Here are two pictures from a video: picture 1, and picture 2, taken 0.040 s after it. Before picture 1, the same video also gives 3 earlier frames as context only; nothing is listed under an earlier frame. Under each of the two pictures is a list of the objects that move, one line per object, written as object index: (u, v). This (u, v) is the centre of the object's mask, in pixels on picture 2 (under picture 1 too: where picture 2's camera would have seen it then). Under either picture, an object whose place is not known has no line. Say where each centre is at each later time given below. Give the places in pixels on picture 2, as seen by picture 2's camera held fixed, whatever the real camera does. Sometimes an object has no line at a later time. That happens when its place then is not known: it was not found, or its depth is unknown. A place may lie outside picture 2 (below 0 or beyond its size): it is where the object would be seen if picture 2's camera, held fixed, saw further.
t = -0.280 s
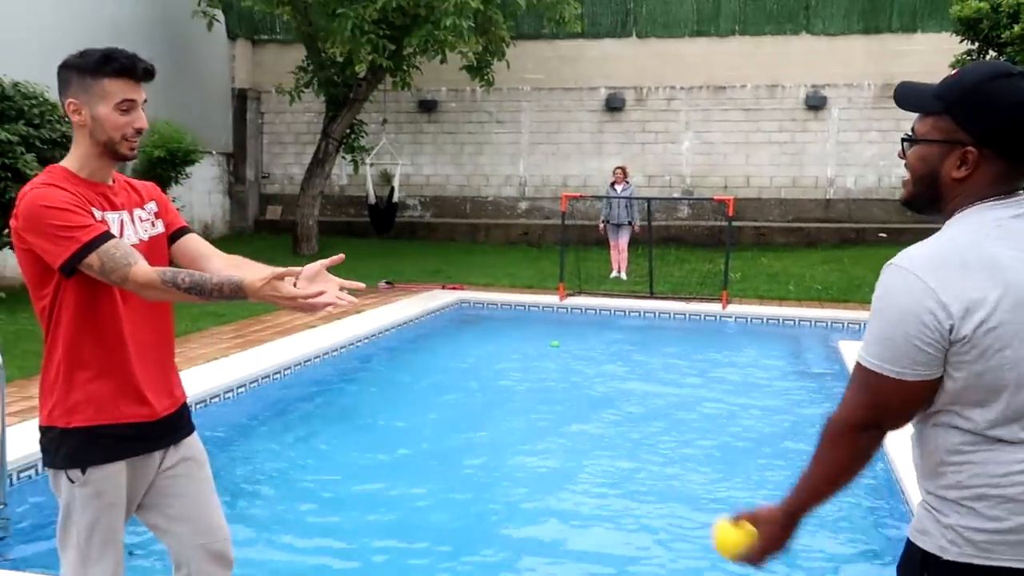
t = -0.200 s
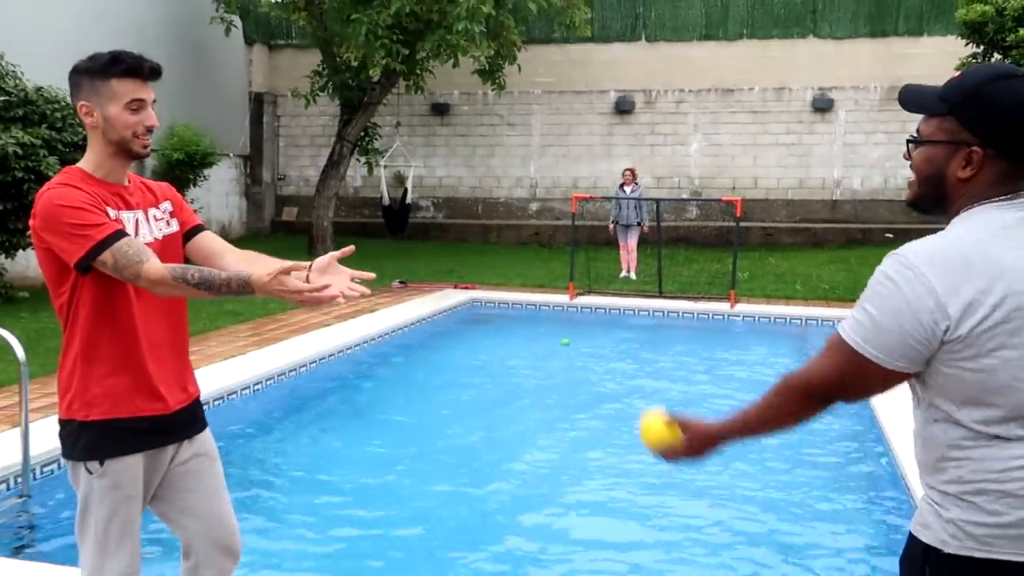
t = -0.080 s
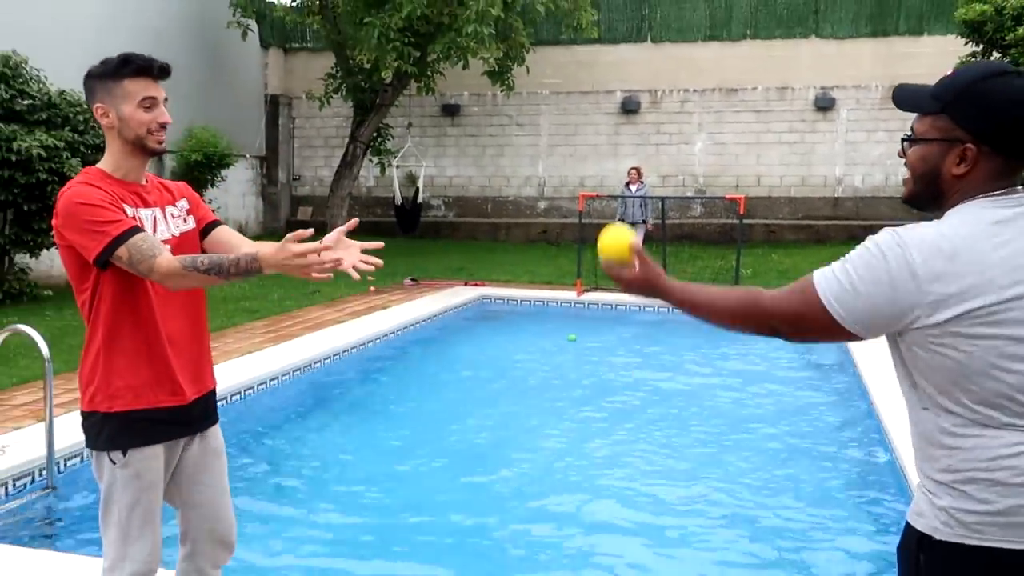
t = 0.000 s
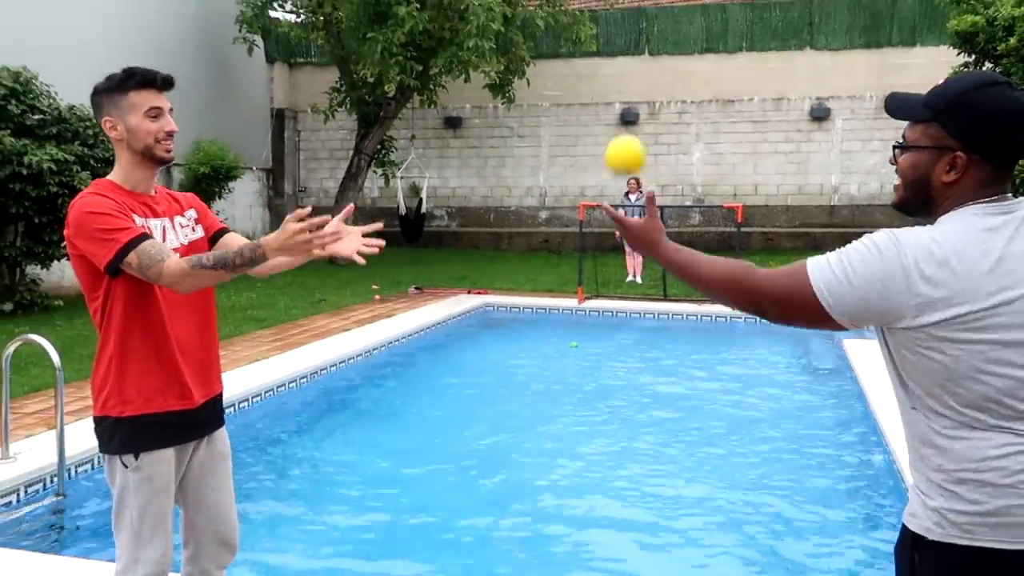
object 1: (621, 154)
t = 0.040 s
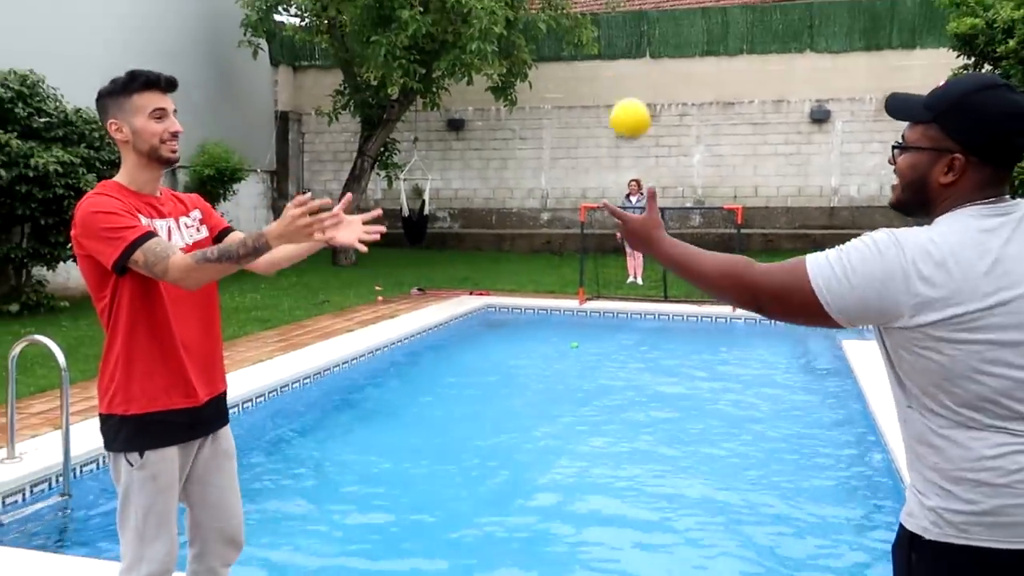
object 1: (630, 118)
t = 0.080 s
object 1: (633, 86)
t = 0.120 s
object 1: (637, 61)
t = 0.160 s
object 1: (641, 42)
